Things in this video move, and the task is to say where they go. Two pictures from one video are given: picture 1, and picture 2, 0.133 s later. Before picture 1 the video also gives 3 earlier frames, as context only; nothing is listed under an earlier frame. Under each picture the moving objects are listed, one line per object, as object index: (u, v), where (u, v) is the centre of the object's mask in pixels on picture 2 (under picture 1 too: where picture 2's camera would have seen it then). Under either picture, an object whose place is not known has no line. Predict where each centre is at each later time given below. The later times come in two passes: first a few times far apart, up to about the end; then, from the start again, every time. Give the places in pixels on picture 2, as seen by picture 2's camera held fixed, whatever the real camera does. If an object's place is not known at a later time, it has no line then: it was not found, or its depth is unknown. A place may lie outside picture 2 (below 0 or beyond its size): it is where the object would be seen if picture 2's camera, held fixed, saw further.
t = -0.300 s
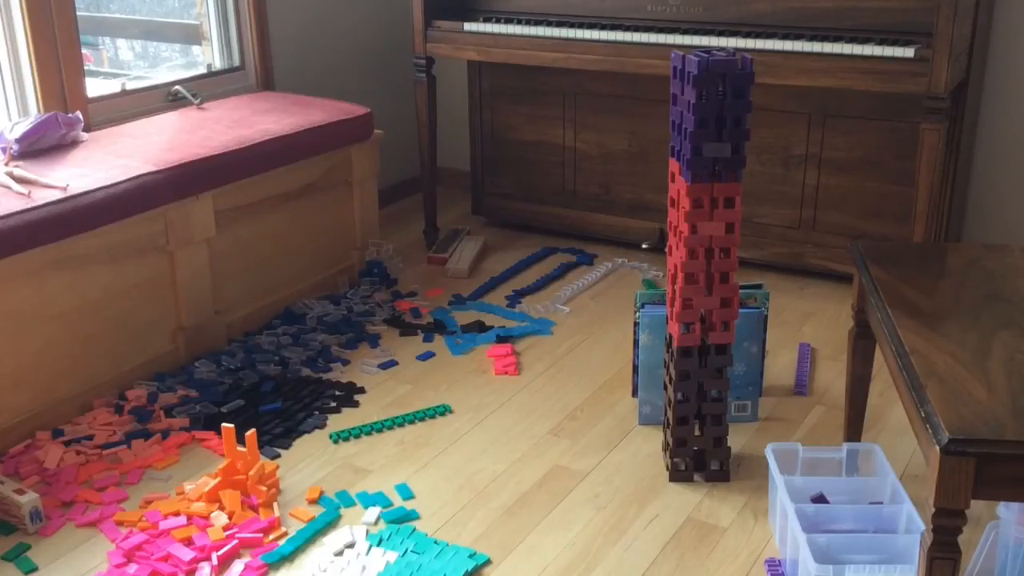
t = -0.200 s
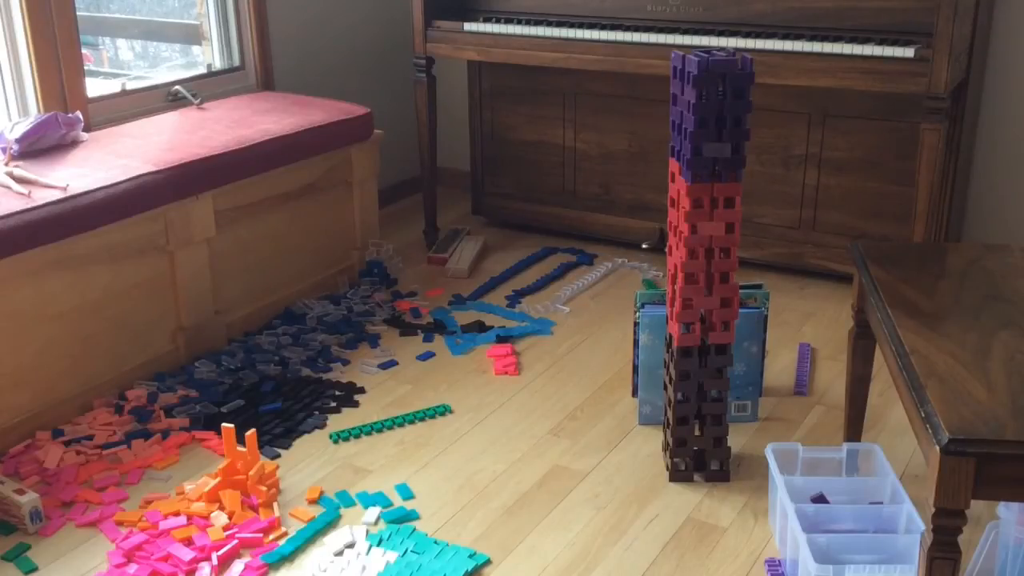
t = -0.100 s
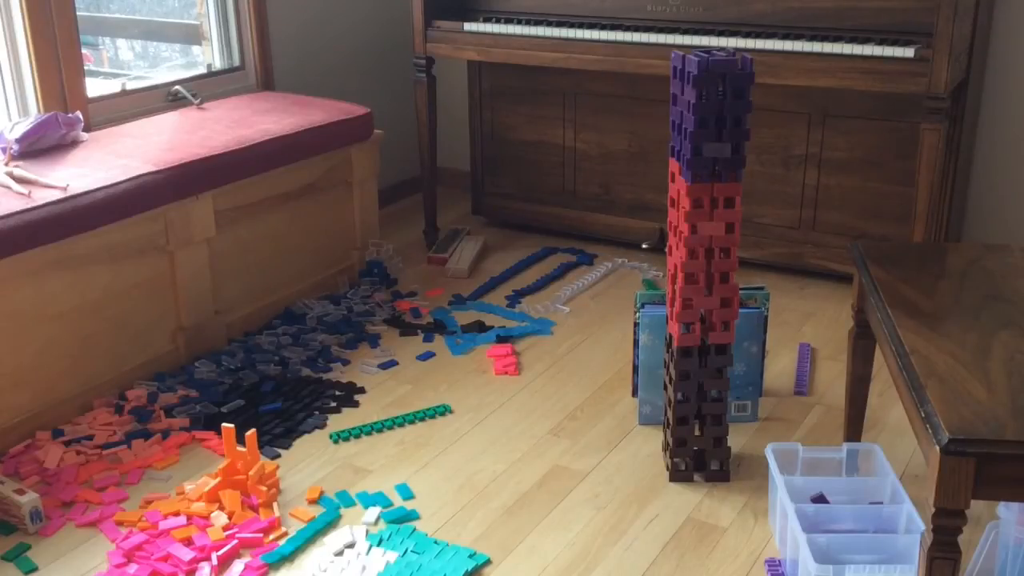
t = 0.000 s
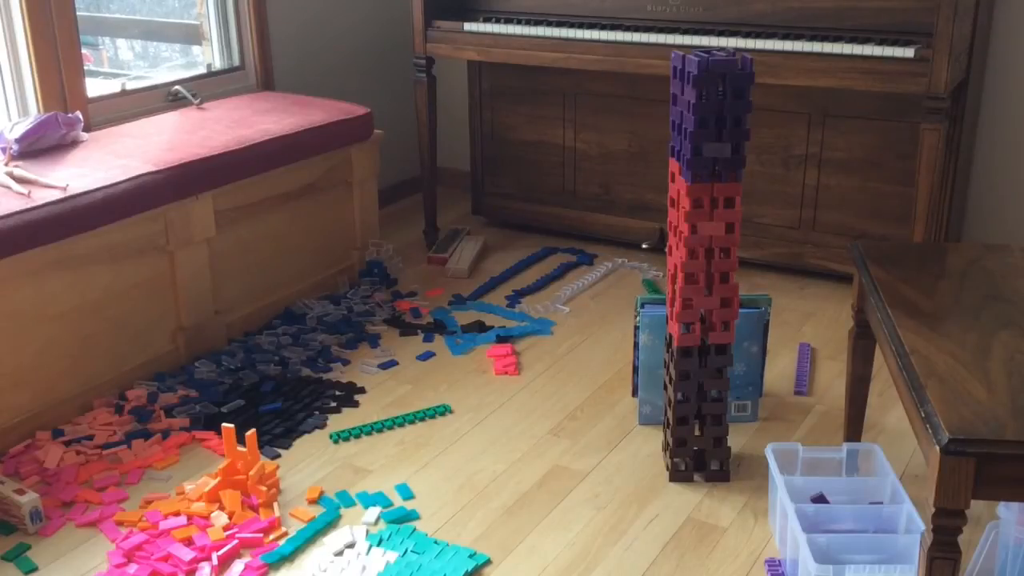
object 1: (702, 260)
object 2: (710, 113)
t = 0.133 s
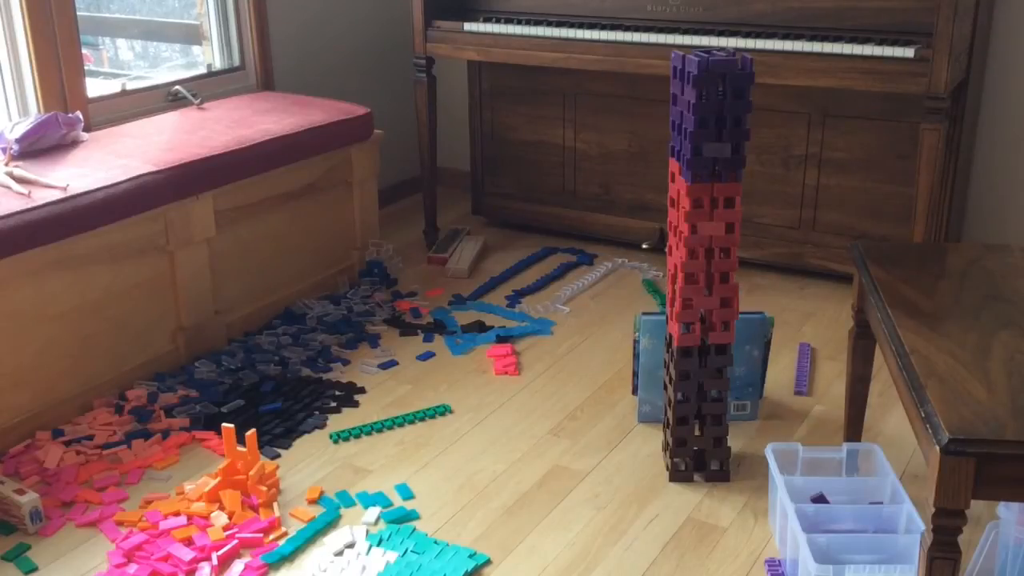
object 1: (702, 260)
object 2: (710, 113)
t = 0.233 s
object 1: (702, 260)
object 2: (710, 113)
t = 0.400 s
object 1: (701, 272)
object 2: (710, 122)
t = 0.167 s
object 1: (702, 260)
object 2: (710, 113)
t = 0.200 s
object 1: (702, 260)
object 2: (710, 113)
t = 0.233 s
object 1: (702, 260)
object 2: (710, 113)
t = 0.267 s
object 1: (702, 260)
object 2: (710, 114)
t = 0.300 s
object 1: (702, 260)
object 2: (710, 113)
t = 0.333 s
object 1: (702, 261)
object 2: (710, 114)
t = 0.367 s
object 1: (702, 264)
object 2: (710, 115)
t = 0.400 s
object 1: (701, 272)
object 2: (710, 122)
